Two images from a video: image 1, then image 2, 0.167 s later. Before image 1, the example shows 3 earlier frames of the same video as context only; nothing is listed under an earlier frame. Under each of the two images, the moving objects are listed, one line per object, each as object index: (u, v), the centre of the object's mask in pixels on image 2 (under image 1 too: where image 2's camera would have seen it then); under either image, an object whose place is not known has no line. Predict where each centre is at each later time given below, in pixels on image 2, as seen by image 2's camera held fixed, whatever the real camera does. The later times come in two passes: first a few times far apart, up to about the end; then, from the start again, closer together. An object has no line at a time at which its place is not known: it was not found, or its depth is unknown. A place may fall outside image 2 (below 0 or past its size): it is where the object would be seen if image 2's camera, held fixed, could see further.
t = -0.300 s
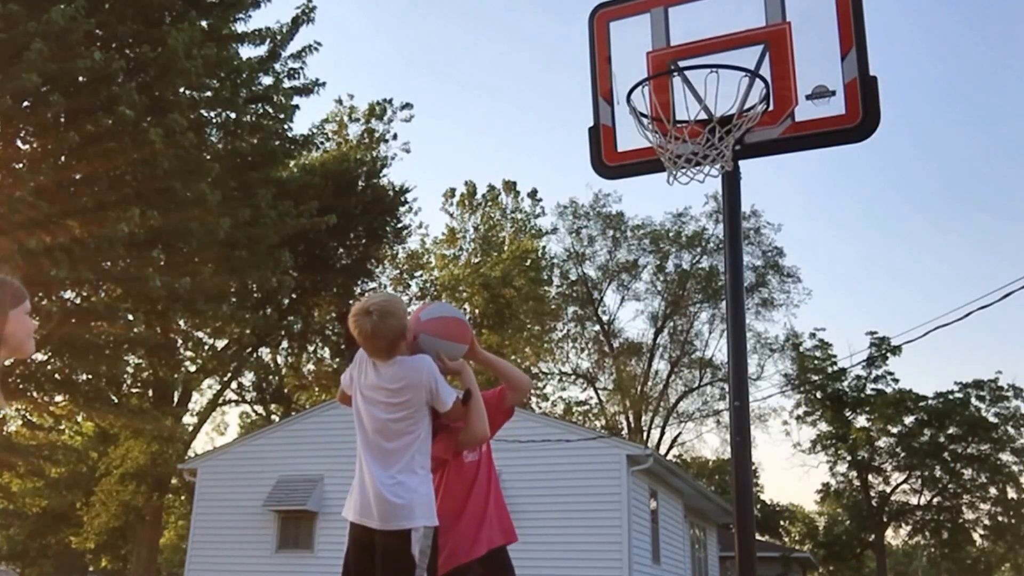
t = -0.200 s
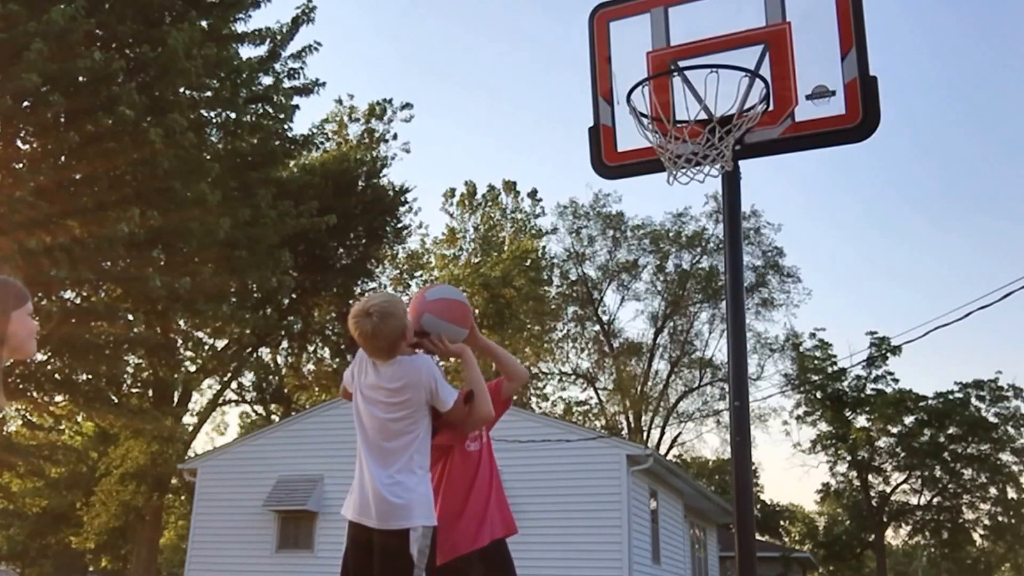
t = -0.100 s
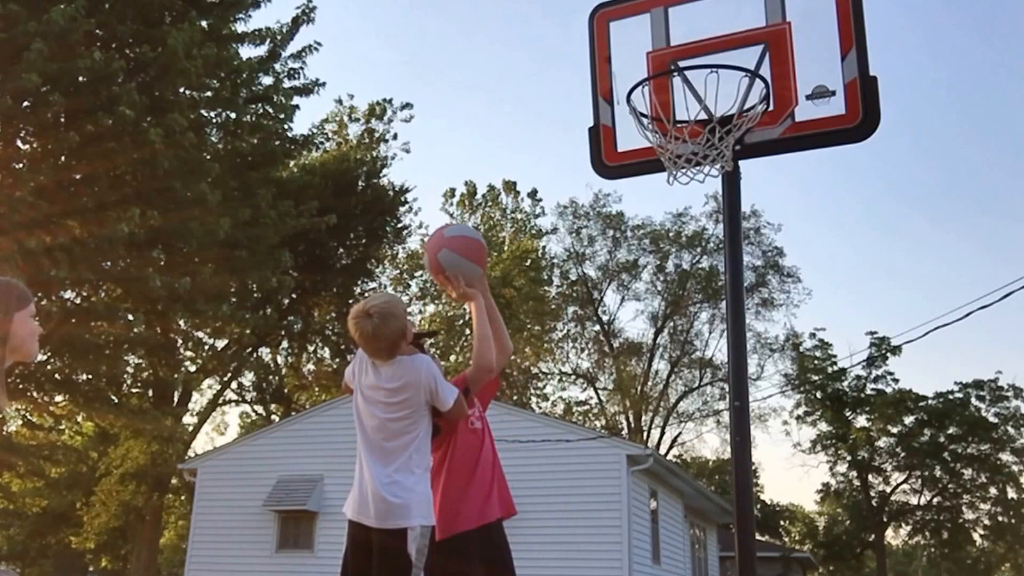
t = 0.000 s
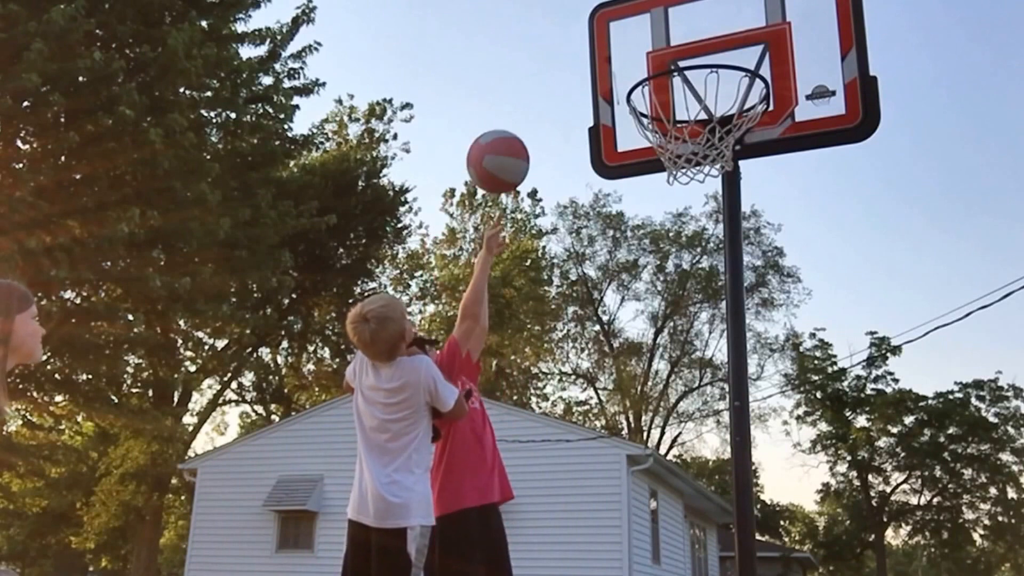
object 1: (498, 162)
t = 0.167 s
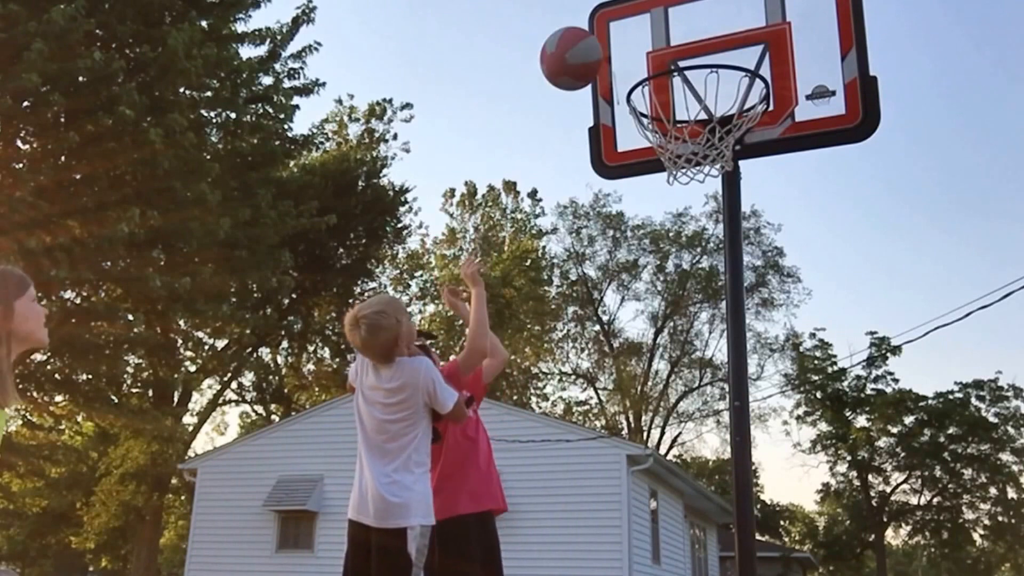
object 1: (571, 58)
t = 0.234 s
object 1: (600, 36)
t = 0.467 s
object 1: (705, 34)
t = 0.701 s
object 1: (751, 24)
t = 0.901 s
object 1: (755, 22)
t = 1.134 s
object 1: (796, 26)
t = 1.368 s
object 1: (882, 125)
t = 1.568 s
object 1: (986, 420)
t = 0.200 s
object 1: (586, 46)
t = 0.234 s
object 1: (600, 36)
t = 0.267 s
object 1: (615, 29)
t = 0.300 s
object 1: (628, 26)
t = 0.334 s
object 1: (644, 24)
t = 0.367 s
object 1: (658, 24)
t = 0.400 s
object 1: (674, 25)
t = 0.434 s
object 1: (689, 29)
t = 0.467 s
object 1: (705, 34)
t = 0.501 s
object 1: (721, 45)
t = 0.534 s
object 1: (737, 58)
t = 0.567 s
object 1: (752, 71)
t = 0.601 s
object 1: (752, 55)
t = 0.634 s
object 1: (752, 39)
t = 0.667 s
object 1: (751, 29)
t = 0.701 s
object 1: (751, 24)
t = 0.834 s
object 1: (753, 18)
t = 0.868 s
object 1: (754, 19)
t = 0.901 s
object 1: (755, 22)
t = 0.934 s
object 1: (757, 27)
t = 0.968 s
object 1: (758, 34)
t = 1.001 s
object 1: (764, 32)
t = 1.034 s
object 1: (771, 28)
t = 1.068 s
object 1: (779, 26)
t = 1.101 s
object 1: (787, 25)
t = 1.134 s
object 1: (796, 26)
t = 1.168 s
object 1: (806, 28)
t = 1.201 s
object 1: (817, 33)
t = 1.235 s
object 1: (829, 41)
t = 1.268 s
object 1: (840, 55)
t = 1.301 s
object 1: (853, 74)
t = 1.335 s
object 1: (867, 97)
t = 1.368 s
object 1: (882, 125)
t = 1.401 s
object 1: (897, 157)
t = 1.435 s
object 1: (914, 196)
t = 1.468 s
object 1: (933, 240)
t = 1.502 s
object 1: (953, 292)
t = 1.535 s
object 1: (973, 352)
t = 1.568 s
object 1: (986, 420)
